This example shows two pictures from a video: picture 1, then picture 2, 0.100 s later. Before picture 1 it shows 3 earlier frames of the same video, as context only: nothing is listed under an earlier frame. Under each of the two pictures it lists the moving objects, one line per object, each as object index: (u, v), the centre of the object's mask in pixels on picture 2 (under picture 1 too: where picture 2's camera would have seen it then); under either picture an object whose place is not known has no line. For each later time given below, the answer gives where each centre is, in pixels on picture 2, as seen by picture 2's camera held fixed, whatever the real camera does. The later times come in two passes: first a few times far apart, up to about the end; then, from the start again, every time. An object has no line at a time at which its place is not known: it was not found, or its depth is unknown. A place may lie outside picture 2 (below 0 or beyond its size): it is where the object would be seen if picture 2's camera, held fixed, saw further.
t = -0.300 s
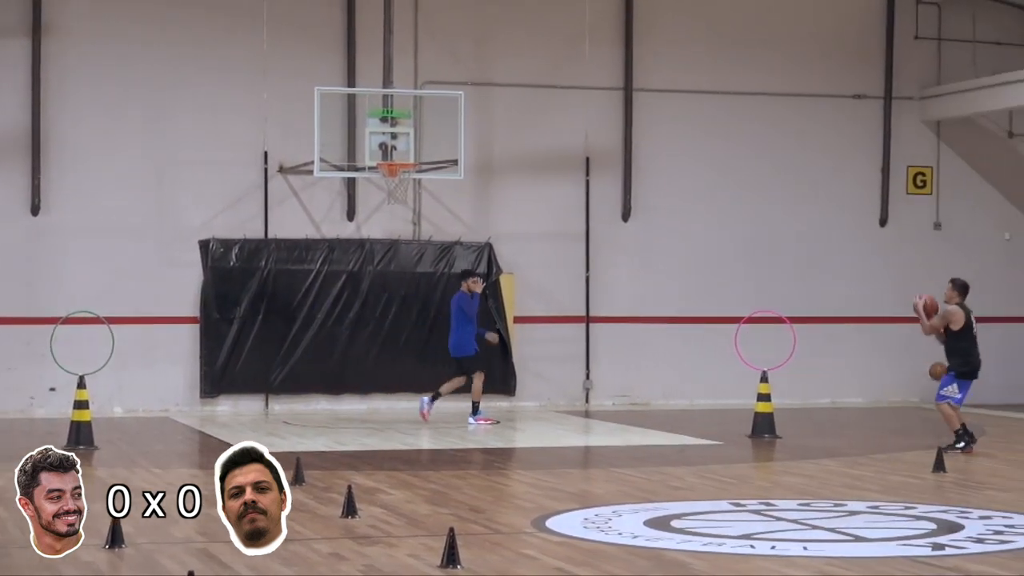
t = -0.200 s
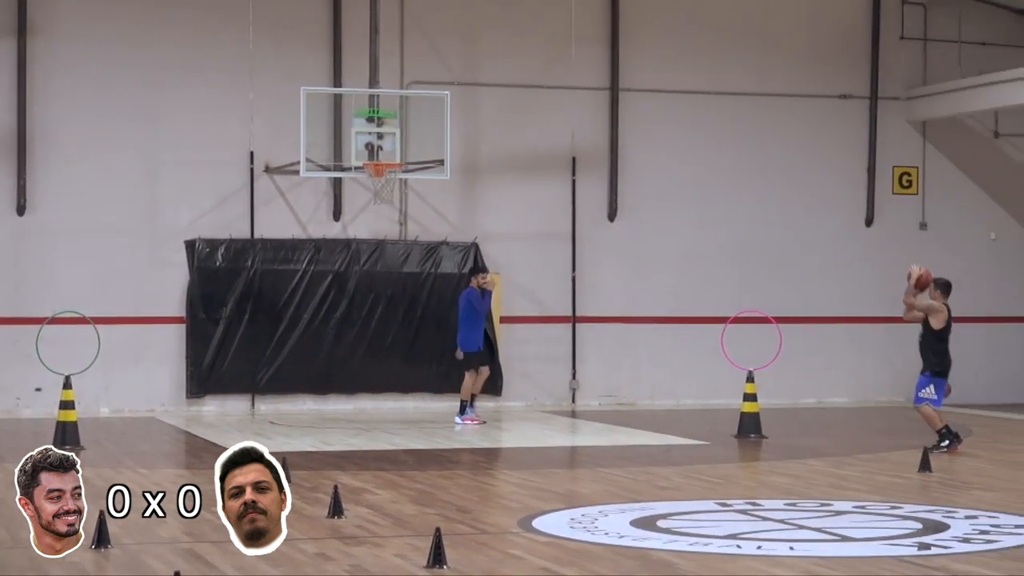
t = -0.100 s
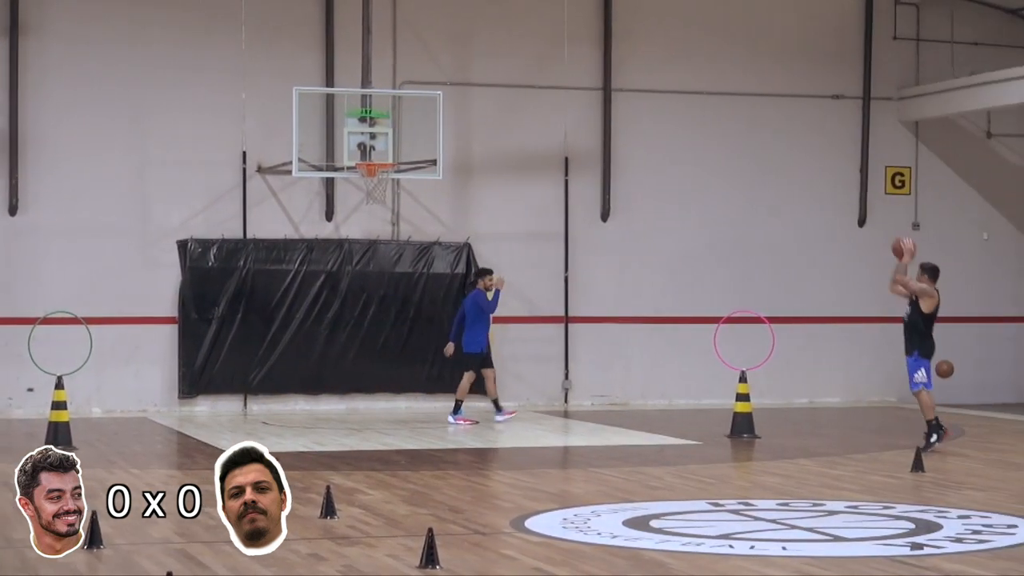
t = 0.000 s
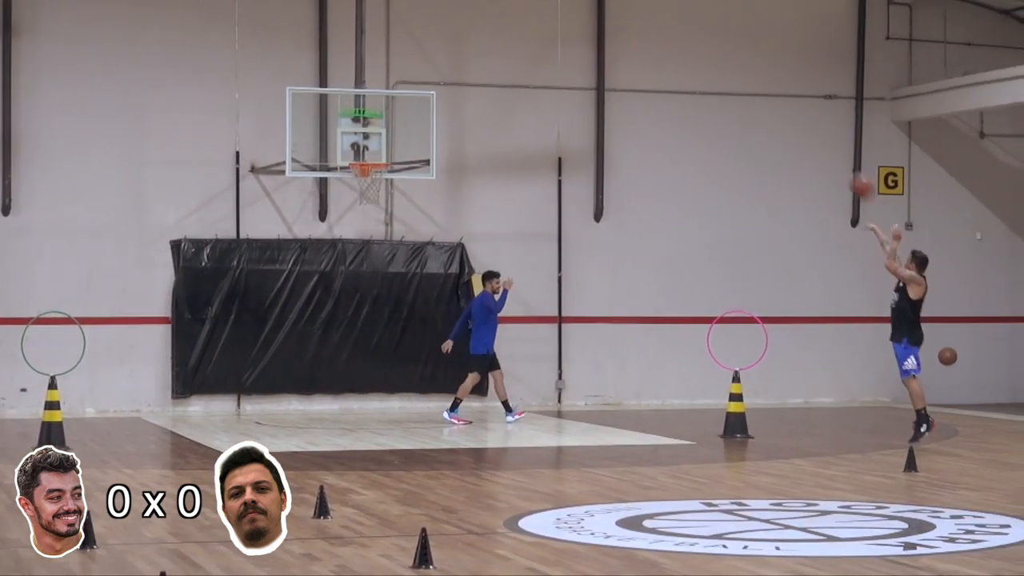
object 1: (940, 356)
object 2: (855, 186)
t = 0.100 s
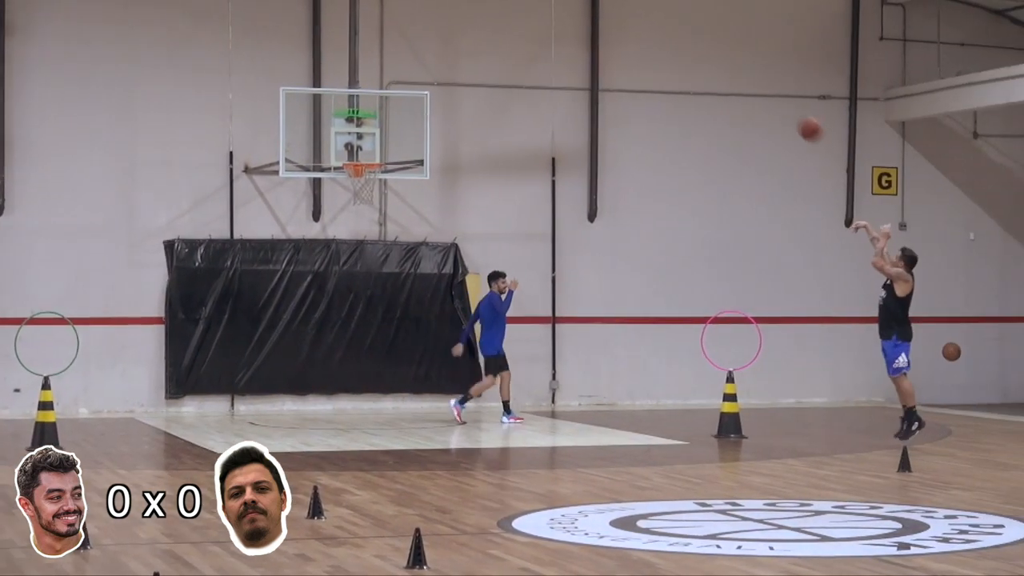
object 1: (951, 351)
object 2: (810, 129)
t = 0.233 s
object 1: (965, 357)
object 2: (751, 67)
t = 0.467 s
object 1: (988, 399)
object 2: (656, 6)
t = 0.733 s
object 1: (1019, 375)
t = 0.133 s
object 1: (955, 351)
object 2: (794, 112)
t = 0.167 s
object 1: (958, 352)
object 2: (781, 96)
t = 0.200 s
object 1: (962, 354)
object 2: (765, 81)
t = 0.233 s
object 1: (965, 357)
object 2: (751, 67)
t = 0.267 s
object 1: (968, 360)
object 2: (737, 55)
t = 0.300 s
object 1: (972, 365)
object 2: (724, 44)
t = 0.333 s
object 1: (975, 370)
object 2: (710, 34)
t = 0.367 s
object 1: (978, 376)
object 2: (696, 25)
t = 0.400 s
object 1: (982, 382)
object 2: (682, 17)
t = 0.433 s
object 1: (985, 390)
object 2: (669, 10)
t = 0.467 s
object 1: (988, 399)
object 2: (656, 6)
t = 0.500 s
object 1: (992, 406)
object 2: (642, 4)
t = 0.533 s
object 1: (995, 403)
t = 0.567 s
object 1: (999, 396)
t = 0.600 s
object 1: (1003, 390)
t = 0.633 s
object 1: (1007, 385)
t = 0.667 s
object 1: (1011, 381)
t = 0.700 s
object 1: (1015, 377)
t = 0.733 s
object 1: (1019, 375)
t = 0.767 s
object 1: (1023, 373)
